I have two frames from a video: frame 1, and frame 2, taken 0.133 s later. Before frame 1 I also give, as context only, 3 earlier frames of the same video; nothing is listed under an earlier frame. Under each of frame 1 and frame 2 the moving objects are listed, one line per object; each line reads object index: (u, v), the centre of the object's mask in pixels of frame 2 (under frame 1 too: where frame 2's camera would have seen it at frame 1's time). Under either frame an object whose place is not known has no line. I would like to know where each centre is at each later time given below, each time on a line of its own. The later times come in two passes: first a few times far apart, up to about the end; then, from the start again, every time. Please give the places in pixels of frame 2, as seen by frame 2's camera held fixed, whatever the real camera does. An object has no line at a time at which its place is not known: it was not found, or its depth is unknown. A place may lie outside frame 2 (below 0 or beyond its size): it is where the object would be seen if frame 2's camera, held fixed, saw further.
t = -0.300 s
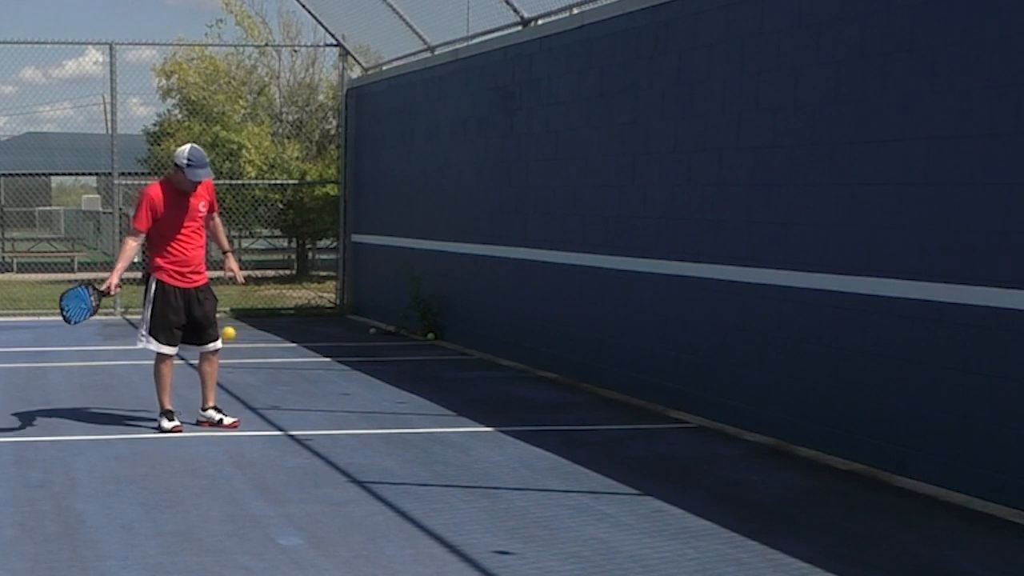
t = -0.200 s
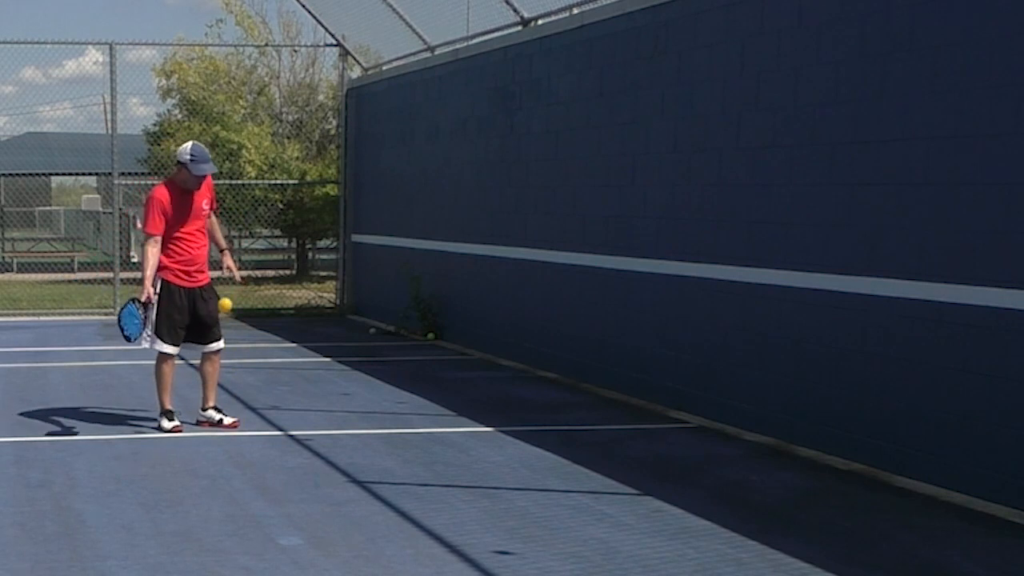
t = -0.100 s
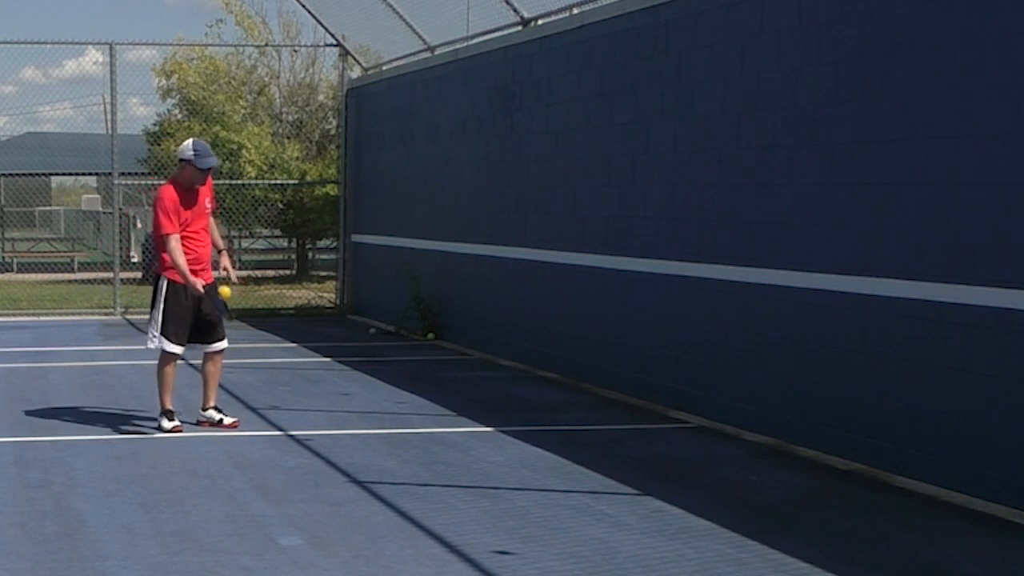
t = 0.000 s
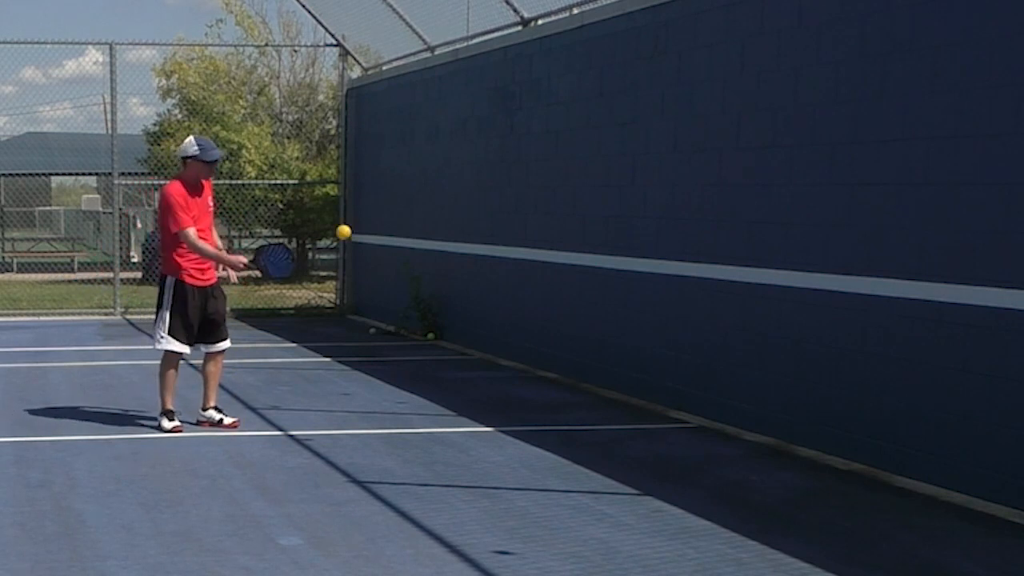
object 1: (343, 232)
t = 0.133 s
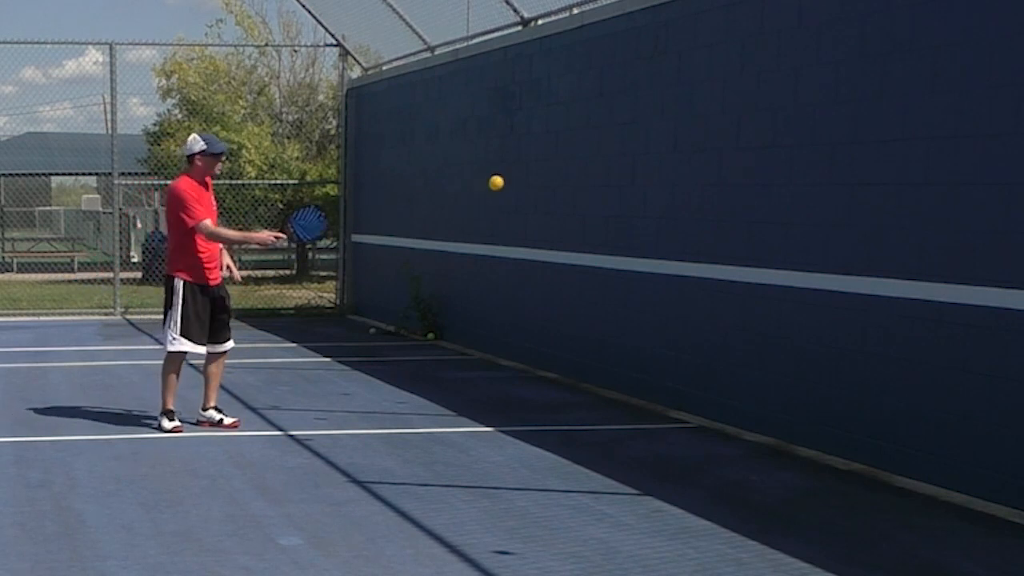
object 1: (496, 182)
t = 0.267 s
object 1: (640, 167)
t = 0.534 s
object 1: (674, 228)
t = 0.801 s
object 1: (506, 410)
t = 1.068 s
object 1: (405, 333)
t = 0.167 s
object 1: (532, 175)
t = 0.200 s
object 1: (569, 171)
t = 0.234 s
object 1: (605, 168)
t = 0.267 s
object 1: (640, 167)
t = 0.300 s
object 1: (674, 169)
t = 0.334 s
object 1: (708, 172)
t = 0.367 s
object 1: (742, 177)
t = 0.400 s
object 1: (761, 184)
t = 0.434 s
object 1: (739, 192)
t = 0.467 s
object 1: (717, 203)
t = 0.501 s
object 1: (696, 214)
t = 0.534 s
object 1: (674, 228)
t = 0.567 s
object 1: (653, 244)
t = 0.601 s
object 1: (630, 262)
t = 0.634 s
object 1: (609, 282)
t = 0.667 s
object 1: (588, 304)
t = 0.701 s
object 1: (568, 328)
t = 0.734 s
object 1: (547, 353)
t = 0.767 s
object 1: (526, 381)
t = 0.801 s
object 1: (506, 410)
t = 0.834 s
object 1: (488, 429)
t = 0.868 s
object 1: (477, 410)
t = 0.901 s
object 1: (464, 392)
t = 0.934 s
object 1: (453, 376)
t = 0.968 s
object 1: (441, 362)
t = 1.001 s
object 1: (429, 350)
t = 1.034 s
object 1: (417, 341)
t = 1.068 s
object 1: (405, 333)
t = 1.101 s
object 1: (392, 327)
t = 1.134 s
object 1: (380, 324)
